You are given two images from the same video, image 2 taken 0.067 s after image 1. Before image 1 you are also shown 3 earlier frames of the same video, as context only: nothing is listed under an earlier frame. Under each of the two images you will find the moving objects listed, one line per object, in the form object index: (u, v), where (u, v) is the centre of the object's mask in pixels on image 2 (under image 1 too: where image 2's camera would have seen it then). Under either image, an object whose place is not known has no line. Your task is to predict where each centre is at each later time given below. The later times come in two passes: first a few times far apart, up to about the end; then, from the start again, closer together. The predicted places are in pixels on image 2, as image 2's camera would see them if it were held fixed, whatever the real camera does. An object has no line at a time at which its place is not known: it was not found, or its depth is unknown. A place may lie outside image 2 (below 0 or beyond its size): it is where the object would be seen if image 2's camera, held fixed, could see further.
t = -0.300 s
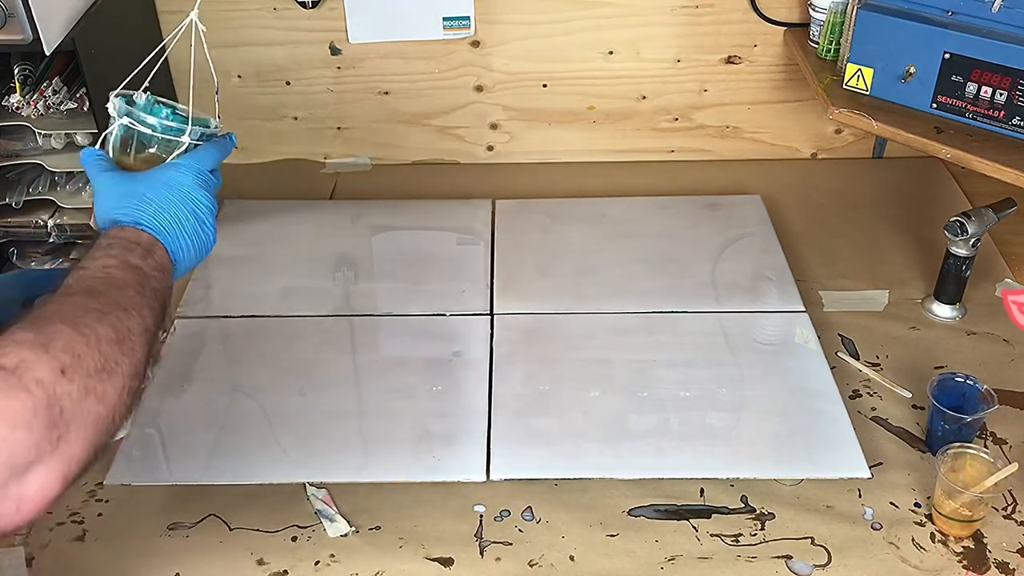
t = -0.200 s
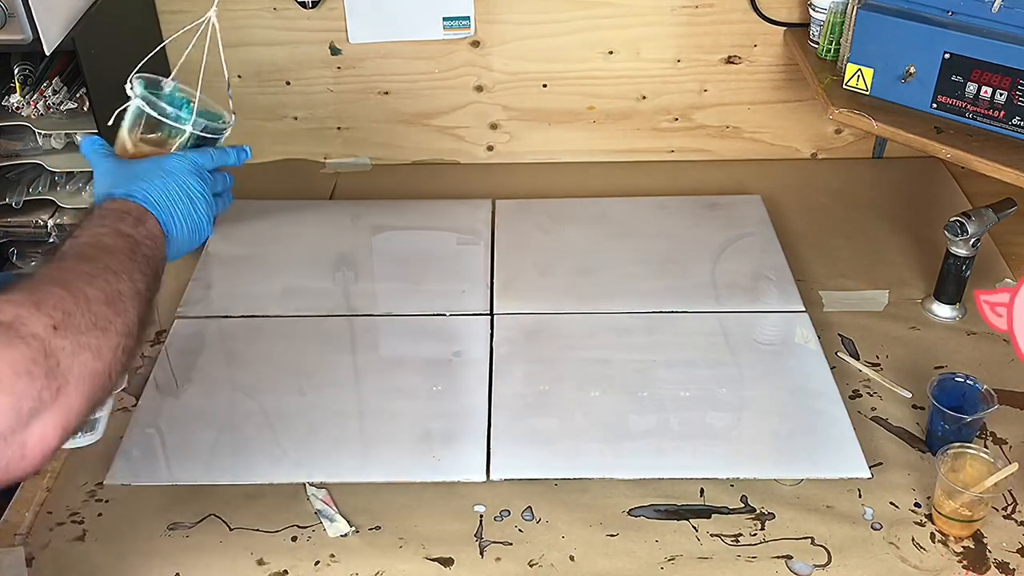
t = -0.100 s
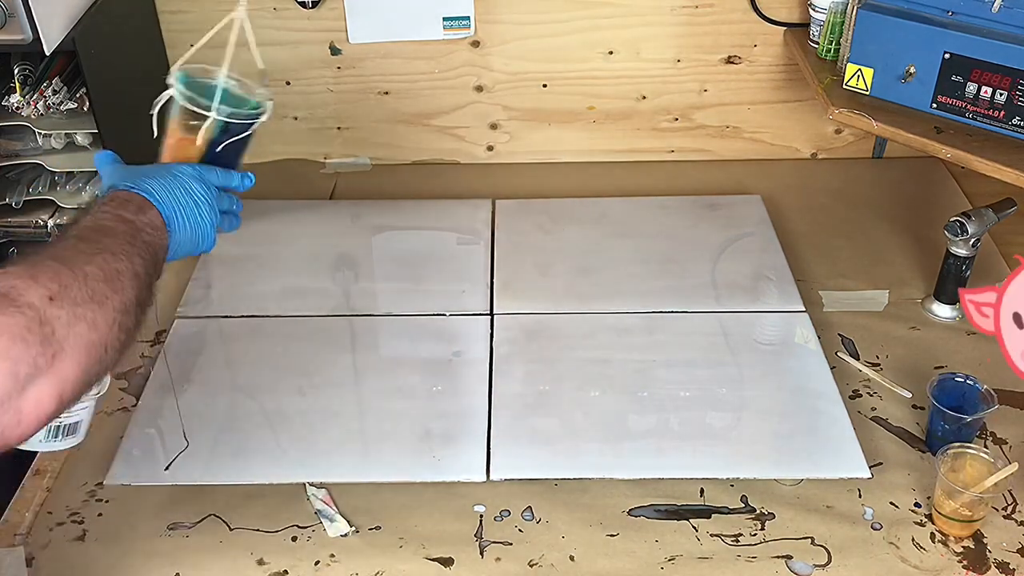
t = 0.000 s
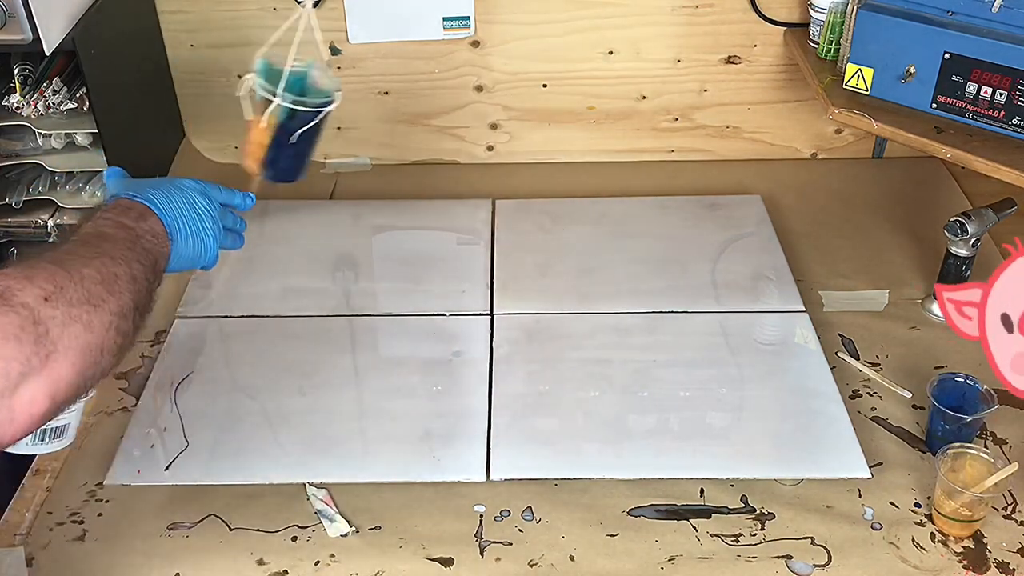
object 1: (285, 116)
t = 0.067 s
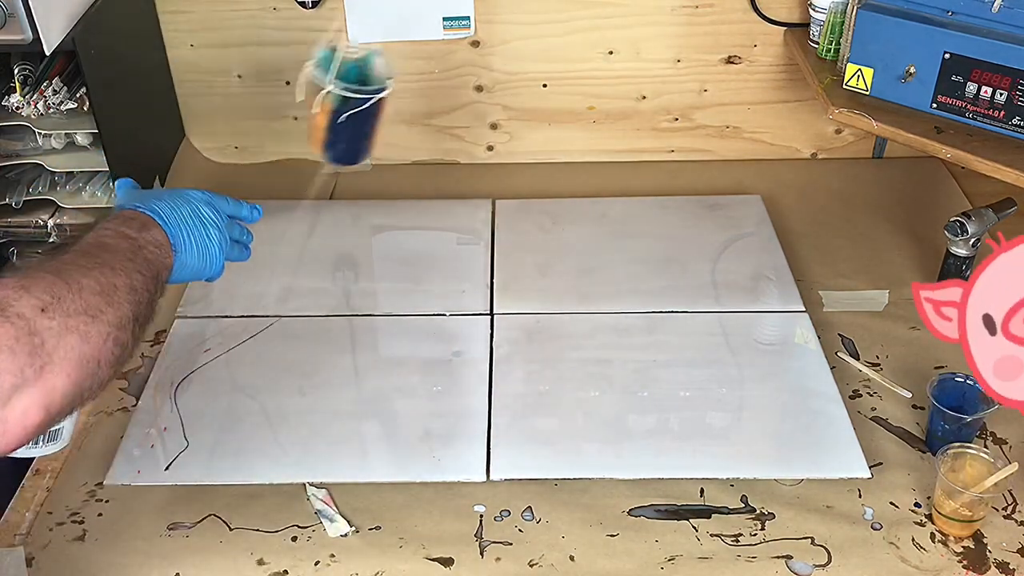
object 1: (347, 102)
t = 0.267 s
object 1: (536, 46)
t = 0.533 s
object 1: (726, 20)
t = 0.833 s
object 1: (713, 100)
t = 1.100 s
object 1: (453, 212)
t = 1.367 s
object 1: (166, 157)
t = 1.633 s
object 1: (186, 104)
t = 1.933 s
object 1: (467, 76)
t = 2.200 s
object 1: (710, 38)
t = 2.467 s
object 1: (781, 59)
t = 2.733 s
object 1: (592, 183)
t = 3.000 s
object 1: (260, 176)
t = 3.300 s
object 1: (154, 77)
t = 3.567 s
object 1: (351, 76)
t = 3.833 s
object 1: (627, 70)
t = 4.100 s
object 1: (798, 62)
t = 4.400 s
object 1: (682, 169)
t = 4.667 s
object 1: (363, 188)
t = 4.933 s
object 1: (175, 80)
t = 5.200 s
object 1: (262, 50)
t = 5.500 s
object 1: (540, 85)
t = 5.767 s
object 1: (765, 92)
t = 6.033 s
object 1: (769, 148)
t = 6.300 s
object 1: (504, 206)
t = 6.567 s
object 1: (253, 116)
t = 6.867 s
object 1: (246, 38)
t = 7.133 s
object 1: (433, 62)
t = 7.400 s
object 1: (666, 116)
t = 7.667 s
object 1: (782, 150)
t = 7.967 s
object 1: (586, 215)
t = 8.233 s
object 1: (332, 151)
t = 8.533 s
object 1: (265, 36)
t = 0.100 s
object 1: (380, 92)
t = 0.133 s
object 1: (410, 83)
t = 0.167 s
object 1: (444, 73)
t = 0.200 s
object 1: (476, 66)
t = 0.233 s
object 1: (507, 52)
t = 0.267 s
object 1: (536, 46)
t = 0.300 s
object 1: (565, 40)
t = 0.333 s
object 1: (592, 34)
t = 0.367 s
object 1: (620, 30)
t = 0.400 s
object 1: (646, 26)
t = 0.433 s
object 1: (670, 23)
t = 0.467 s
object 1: (691, 21)
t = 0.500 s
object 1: (710, 20)
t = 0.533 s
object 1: (726, 20)
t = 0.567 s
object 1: (739, 21)
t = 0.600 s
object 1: (747, 23)
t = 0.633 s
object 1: (753, 27)
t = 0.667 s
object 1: (753, 32)
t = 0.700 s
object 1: (751, 39)
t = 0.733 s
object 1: (745, 47)
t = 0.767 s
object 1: (741, 63)
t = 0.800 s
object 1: (729, 82)
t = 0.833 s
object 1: (713, 100)
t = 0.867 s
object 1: (692, 119)
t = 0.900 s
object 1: (668, 138)
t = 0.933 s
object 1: (641, 155)
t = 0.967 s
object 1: (610, 171)
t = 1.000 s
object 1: (576, 185)
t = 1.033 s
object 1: (536, 196)
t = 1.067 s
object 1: (496, 206)
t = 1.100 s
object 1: (453, 212)
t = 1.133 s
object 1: (410, 213)
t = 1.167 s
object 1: (368, 212)
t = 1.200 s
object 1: (326, 208)
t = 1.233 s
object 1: (288, 200)
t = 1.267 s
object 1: (250, 193)
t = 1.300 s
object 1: (216, 182)
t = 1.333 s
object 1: (189, 170)
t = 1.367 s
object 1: (166, 157)
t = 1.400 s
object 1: (148, 145)
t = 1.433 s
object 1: (137, 135)
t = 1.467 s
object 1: (133, 128)
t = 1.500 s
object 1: (134, 120)
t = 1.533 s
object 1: (139, 114)
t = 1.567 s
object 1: (149, 108)
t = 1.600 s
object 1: (165, 105)
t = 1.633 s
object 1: (186, 104)
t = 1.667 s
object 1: (211, 103)
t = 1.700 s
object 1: (237, 101)
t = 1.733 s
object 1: (265, 100)
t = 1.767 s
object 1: (298, 96)
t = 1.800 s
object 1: (329, 94)
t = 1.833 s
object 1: (363, 89)
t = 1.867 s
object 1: (397, 85)
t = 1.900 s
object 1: (432, 81)
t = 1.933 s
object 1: (467, 76)
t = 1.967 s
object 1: (501, 69)
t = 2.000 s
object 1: (534, 61)
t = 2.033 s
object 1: (567, 54)
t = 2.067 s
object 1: (598, 49)
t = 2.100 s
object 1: (628, 45)
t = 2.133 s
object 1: (658, 42)
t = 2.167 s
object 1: (685, 39)
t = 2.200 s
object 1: (710, 38)
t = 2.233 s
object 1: (731, 36)
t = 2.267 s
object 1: (745, 36)
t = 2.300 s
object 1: (759, 36)
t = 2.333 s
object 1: (775, 39)
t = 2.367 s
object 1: (783, 41)
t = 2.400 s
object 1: (786, 45)
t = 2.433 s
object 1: (786, 51)
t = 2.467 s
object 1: (781, 59)
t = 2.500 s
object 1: (776, 76)
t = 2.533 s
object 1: (764, 91)
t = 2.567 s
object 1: (745, 108)
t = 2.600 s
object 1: (722, 124)
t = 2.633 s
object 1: (695, 142)
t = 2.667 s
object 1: (664, 159)
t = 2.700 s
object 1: (630, 171)
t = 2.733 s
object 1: (592, 183)
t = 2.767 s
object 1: (553, 194)
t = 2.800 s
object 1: (512, 200)
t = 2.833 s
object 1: (469, 205)
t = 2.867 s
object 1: (425, 205)
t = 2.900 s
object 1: (381, 202)
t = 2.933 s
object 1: (339, 197)
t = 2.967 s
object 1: (299, 186)
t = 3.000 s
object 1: (260, 176)
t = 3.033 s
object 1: (228, 163)
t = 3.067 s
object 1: (201, 149)
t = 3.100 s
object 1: (178, 135)
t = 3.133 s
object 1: (161, 122)
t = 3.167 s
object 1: (149, 111)
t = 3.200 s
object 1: (142, 100)
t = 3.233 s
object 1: (140, 91)
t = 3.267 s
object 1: (146, 83)
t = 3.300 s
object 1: (154, 77)
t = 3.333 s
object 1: (167, 74)
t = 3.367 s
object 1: (184, 73)
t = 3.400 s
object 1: (205, 70)
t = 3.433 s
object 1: (229, 74)
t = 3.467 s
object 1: (256, 73)
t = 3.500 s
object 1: (286, 75)
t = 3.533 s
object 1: (318, 77)
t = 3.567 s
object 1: (351, 76)
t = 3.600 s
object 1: (386, 77)
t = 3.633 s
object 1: (419, 79)
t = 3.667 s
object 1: (454, 79)
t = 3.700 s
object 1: (490, 79)
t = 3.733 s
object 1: (525, 78)
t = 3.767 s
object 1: (560, 75)
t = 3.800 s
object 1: (594, 72)
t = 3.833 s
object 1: (627, 70)
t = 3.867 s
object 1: (656, 64)
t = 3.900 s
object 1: (687, 64)
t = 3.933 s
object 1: (712, 60)
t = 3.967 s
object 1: (735, 56)
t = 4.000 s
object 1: (755, 56)
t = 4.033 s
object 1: (775, 60)
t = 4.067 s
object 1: (787, 58)
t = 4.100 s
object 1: (798, 62)
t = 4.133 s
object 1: (805, 69)
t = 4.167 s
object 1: (807, 79)
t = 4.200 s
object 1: (803, 86)
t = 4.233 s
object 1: (795, 98)
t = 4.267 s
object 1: (783, 111)
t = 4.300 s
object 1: (766, 125)
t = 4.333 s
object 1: (742, 141)
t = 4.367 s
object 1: (714, 155)
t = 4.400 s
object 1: (682, 169)
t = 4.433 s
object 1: (648, 179)
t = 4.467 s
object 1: (611, 189)
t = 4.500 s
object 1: (571, 197)
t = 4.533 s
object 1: (530, 201)
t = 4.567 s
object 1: (487, 204)
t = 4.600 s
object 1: (445, 202)
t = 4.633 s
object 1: (403, 196)
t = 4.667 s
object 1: (363, 188)
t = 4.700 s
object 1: (325, 178)
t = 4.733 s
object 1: (294, 166)
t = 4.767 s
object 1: (262, 152)
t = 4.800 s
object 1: (235, 138)
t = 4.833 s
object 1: (212, 122)
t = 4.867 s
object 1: (196, 106)
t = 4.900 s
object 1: (182, 93)
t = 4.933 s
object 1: (175, 80)
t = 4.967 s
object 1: (172, 69)
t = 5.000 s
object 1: (173, 61)
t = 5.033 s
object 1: (181, 54)
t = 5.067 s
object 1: (190, 51)
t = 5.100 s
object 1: (203, 50)
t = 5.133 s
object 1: (220, 49)
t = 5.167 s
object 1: (241, 49)
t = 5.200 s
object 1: (262, 50)
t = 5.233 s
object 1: (287, 52)
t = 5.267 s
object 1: (315, 55)
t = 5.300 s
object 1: (344, 59)
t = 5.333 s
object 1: (376, 64)
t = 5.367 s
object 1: (408, 69)
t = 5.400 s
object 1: (442, 75)
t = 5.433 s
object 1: (473, 80)
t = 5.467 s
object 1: (507, 82)
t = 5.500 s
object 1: (540, 85)
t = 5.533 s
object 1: (574, 87)
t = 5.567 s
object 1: (606, 89)
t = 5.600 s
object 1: (639, 90)
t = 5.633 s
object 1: (668, 91)
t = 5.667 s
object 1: (696, 91)
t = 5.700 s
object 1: (722, 91)
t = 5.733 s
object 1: (745, 91)
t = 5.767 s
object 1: (765, 92)
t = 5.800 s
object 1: (781, 95)
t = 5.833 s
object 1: (793, 98)
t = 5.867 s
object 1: (801, 102)
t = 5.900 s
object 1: (804, 108)
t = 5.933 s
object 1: (803, 117)
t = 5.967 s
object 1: (796, 126)
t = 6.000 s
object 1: (786, 137)
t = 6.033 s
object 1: (769, 148)
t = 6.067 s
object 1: (746, 160)
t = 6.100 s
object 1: (720, 172)
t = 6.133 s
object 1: (691, 182)
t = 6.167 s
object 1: (658, 190)
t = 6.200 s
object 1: (623, 199)
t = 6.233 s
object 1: (585, 203)
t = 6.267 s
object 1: (545, 205)
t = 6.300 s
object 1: (504, 206)
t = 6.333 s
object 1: (465, 203)
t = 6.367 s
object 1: (427, 196)
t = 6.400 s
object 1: (391, 187)
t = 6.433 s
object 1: (358, 176)
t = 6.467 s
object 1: (326, 164)
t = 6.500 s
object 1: (298, 149)
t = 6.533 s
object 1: (273, 133)
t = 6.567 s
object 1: (253, 116)
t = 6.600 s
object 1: (236, 100)
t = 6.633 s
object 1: (225, 84)
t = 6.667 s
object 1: (217, 70)
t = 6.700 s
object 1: (215, 55)
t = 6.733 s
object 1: (214, 50)
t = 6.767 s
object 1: (217, 45)
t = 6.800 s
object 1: (224, 41)
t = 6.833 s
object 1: (234, 39)
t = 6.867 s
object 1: (246, 38)
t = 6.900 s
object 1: (263, 37)
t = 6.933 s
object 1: (281, 38)
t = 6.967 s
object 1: (303, 40)
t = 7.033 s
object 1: (351, 45)
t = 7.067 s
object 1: (377, 48)
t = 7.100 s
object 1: (405, 53)
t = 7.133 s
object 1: (433, 62)
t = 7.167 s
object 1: (462, 71)
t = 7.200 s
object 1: (491, 81)
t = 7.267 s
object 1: (553, 94)
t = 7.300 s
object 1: (582, 99)
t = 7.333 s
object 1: (611, 104)
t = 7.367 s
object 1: (638, 110)
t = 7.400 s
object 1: (666, 116)
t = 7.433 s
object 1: (691, 119)
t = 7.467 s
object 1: (714, 122)
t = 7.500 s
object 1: (736, 127)
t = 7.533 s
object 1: (753, 131)
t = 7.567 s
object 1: (766, 135)
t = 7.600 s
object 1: (775, 139)
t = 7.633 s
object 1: (781, 144)
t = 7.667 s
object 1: (782, 150)
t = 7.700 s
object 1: (777, 157)
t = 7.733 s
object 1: (767, 165)
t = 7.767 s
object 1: (753, 173)
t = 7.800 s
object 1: (735, 181)
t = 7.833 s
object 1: (712, 191)
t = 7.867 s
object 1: (684, 198)
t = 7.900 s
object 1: (653, 205)
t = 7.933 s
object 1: (622, 212)
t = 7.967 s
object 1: (586, 215)
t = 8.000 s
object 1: (552, 216)
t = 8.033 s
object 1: (516, 214)
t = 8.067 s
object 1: (481, 213)
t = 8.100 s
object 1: (446, 203)
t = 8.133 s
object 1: (413, 191)
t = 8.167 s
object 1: (382, 181)
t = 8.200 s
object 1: (356, 167)
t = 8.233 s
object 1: (332, 151)
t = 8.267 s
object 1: (311, 136)
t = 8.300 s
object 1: (293, 118)
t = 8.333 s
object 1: (278, 102)
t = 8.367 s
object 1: (268, 84)
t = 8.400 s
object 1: (264, 65)
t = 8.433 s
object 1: (260, 53)
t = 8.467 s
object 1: (259, 45)
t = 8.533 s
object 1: (265, 36)
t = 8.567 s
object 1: (273, 32)
